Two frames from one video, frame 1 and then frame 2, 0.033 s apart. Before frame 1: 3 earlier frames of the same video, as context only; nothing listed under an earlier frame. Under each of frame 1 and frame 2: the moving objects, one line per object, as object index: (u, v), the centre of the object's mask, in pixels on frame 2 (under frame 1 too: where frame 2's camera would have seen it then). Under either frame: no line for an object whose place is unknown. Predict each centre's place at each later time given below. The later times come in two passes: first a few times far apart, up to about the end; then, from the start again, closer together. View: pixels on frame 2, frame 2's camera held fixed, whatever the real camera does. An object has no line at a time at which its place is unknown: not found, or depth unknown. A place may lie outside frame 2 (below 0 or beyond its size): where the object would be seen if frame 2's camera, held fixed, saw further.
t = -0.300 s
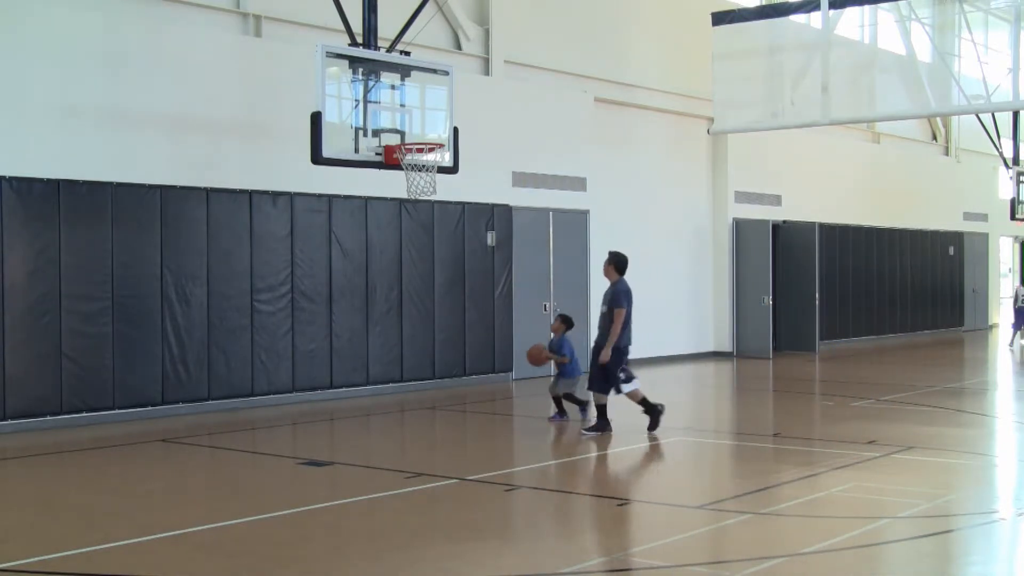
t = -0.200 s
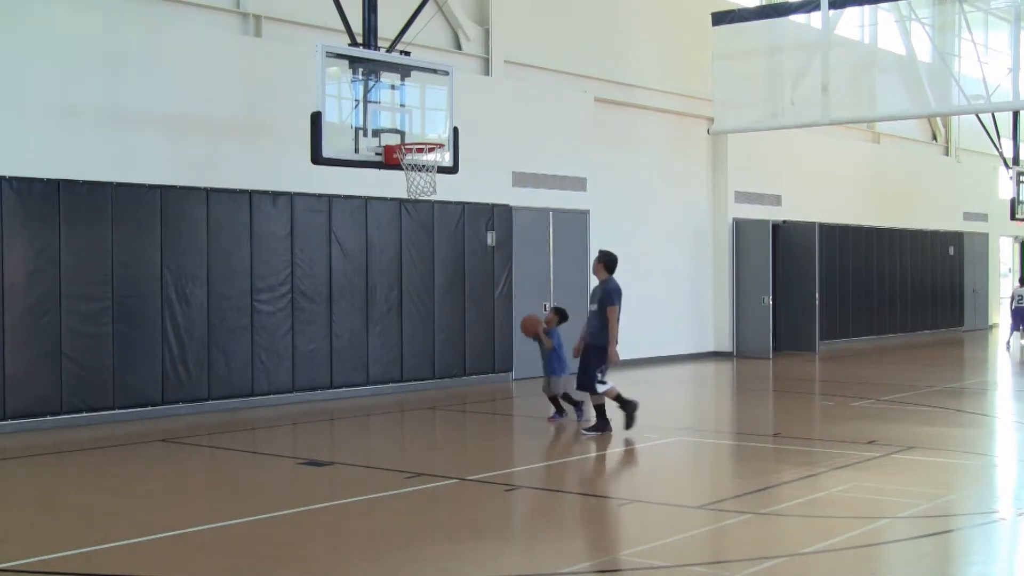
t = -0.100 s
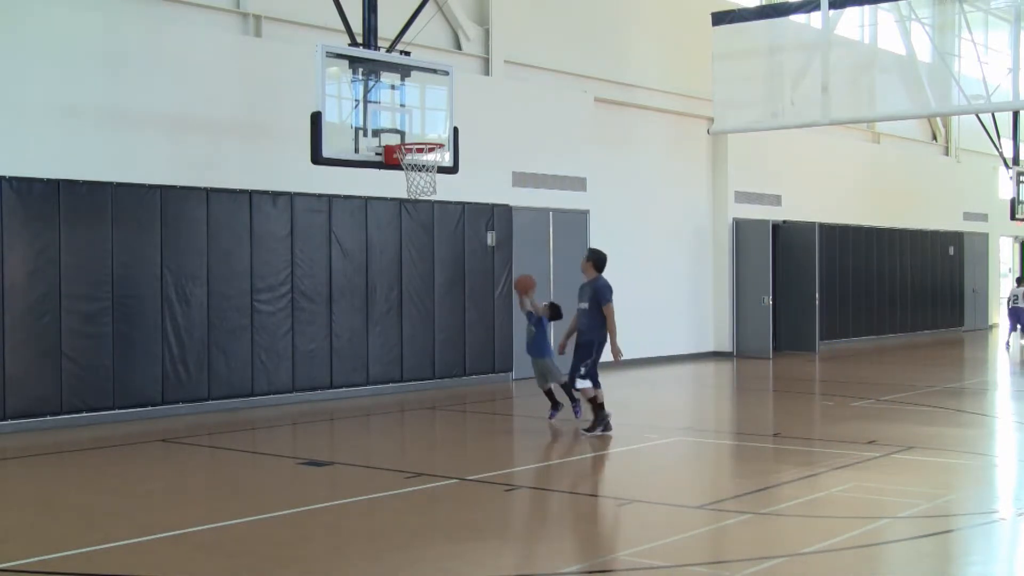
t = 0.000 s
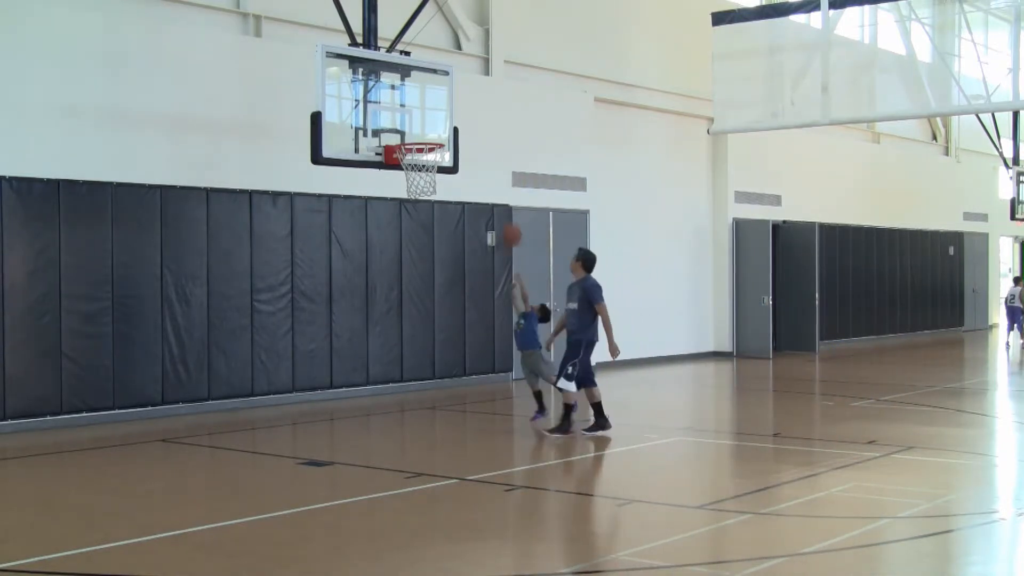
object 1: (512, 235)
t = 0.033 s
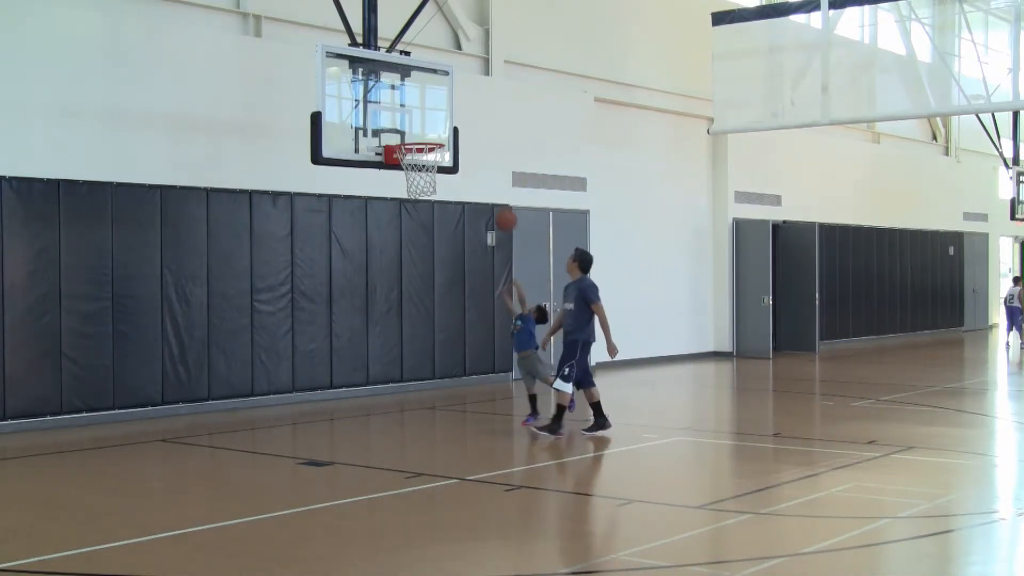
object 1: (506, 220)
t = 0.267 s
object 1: (474, 144)
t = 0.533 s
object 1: (435, 121)
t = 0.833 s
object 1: (426, 140)
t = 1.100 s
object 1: (454, 195)
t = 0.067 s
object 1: (502, 206)
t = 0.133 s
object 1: (492, 181)
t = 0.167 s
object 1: (487, 170)
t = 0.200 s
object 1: (483, 160)
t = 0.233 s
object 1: (478, 152)
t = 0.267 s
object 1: (474, 144)
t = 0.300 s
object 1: (469, 137)
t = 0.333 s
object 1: (464, 132)
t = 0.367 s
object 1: (459, 128)
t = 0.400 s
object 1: (454, 124)
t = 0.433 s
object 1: (450, 122)
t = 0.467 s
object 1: (445, 121)
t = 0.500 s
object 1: (440, 121)
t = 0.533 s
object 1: (435, 121)
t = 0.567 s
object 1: (430, 123)
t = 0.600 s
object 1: (425, 126)
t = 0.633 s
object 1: (420, 131)
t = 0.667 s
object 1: (415, 135)
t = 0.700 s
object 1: (413, 138)
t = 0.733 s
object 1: (414, 138)
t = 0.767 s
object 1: (418, 138)
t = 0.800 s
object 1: (422, 138)
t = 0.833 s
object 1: (426, 140)
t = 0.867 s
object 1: (429, 145)
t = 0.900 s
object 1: (433, 148)
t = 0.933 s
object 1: (436, 153)
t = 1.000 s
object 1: (446, 169)
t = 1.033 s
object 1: (447, 176)
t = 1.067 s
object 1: (451, 184)
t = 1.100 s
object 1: (454, 195)
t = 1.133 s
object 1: (458, 207)
